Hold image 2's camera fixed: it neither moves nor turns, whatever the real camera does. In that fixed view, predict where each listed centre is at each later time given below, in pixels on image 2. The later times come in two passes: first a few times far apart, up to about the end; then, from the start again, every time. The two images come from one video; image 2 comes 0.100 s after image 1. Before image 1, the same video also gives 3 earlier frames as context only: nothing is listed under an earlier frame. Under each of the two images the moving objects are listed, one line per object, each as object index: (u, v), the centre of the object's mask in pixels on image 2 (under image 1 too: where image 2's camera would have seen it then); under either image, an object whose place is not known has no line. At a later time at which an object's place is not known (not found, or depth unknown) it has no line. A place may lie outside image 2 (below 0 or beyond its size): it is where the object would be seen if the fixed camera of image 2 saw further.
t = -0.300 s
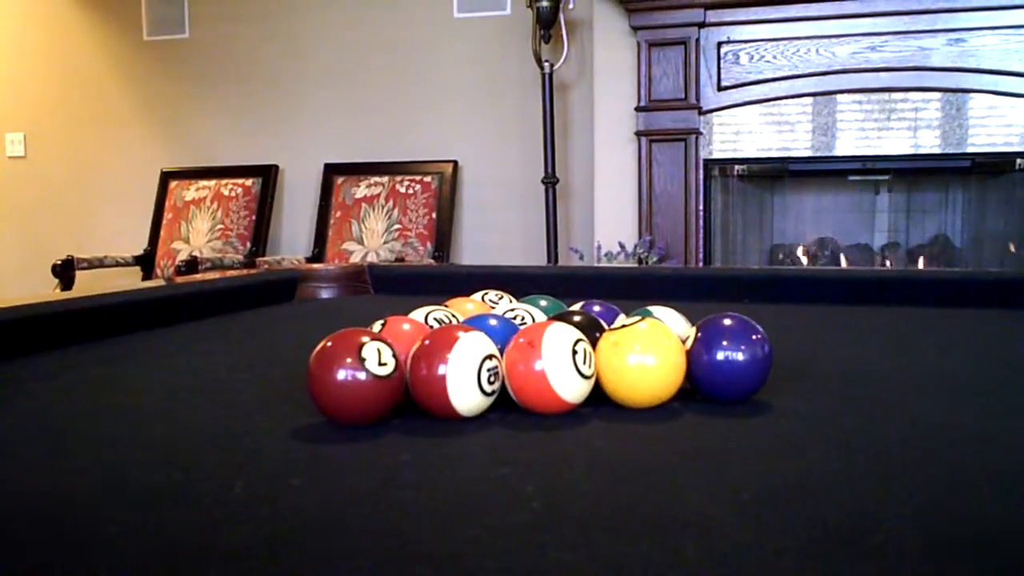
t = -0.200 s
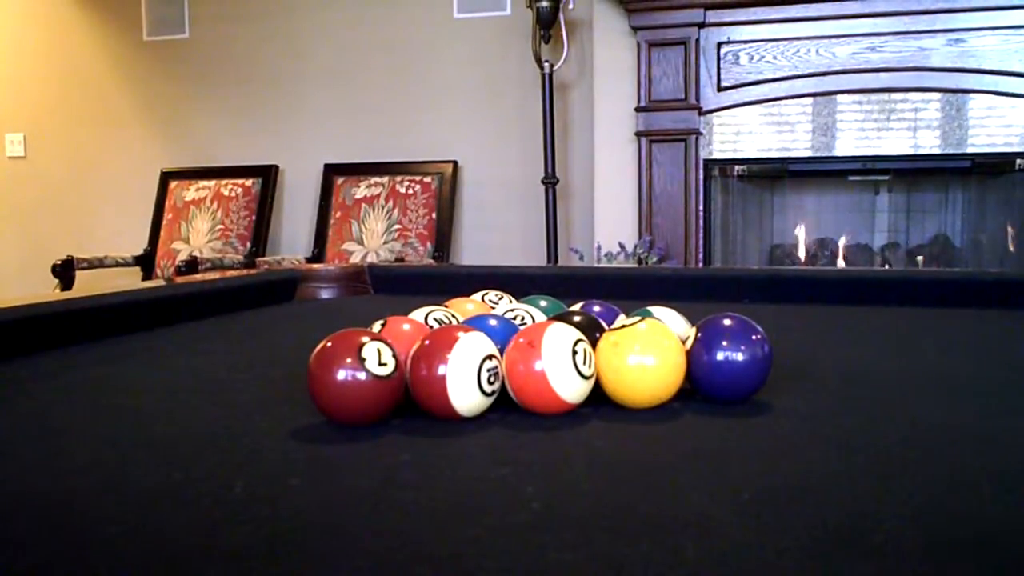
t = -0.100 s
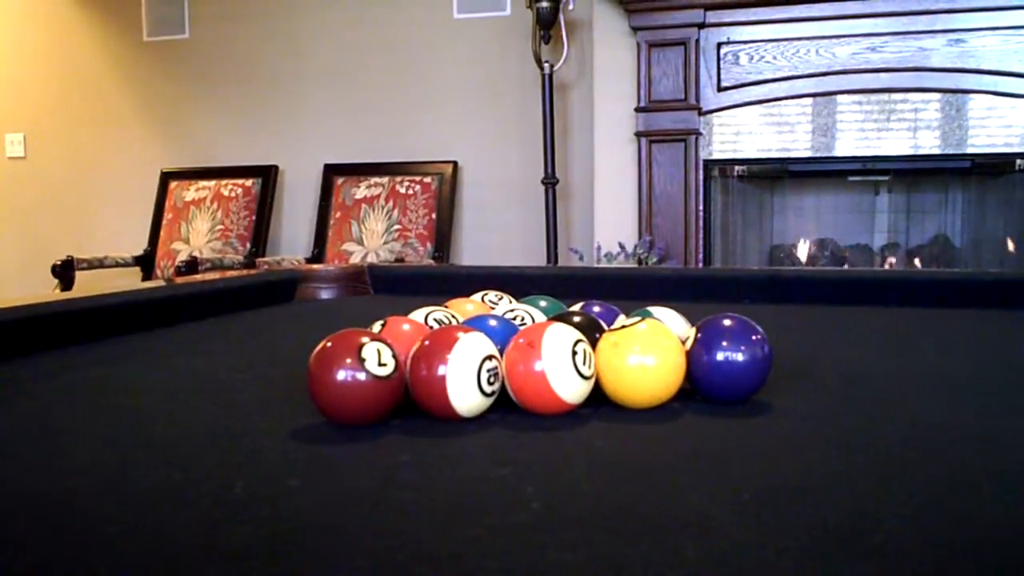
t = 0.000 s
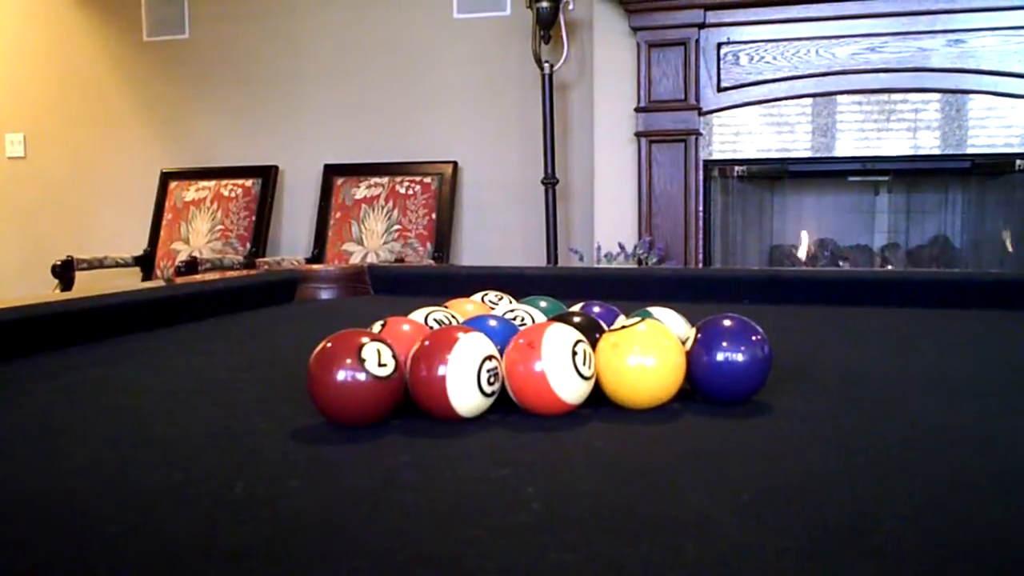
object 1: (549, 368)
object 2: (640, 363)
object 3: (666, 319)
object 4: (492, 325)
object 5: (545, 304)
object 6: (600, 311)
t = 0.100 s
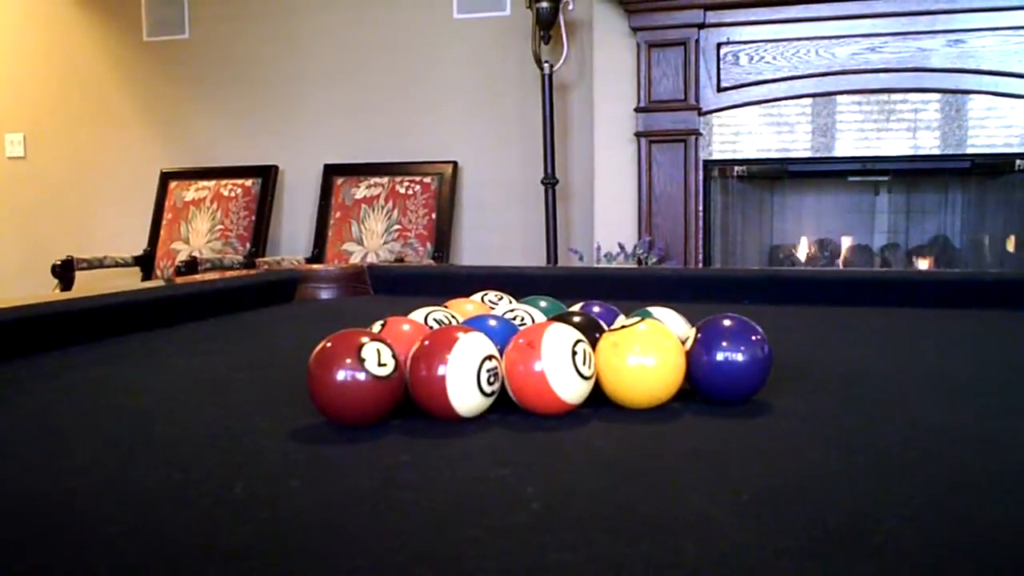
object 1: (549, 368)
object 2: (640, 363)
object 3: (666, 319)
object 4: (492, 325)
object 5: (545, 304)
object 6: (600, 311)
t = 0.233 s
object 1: (549, 368)
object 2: (640, 363)
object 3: (666, 320)
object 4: (491, 325)
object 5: (545, 304)
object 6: (601, 311)
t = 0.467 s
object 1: (459, 382)
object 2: (684, 389)
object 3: (712, 338)
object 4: (403, 350)
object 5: (592, 307)
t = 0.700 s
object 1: (364, 396)
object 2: (741, 420)
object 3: (757, 351)
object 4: (351, 338)
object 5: (623, 296)
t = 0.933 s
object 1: (265, 413)
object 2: (812, 461)
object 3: (802, 371)
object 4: (313, 352)
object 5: (648, 284)
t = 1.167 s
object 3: (858, 397)
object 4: (252, 371)
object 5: (663, 285)
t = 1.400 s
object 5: (676, 291)
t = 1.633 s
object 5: (690, 295)
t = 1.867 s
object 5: (704, 301)
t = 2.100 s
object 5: (720, 305)
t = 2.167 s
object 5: (728, 301)
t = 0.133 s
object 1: (549, 368)
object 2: (640, 363)
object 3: (666, 319)
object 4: (492, 325)
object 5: (545, 304)
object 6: (600, 311)
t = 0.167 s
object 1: (549, 368)
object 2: (640, 363)
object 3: (667, 319)
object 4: (492, 324)
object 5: (545, 305)
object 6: (600, 311)
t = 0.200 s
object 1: (549, 368)
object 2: (640, 363)
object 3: (666, 319)
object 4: (492, 325)
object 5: (545, 305)
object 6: (600, 311)
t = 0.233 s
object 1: (549, 368)
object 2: (640, 363)
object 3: (666, 320)
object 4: (491, 325)
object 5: (545, 304)
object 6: (601, 311)
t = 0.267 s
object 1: (536, 369)
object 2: (645, 367)
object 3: (675, 323)
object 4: (480, 326)
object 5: (548, 303)
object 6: (612, 312)
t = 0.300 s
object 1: (523, 372)
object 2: (651, 371)
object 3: (681, 326)
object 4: (467, 328)
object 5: (553, 303)
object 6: (628, 314)
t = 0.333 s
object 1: (510, 373)
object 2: (658, 374)
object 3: (695, 334)
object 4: (455, 329)
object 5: (566, 302)
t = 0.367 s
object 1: (498, 375)
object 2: (664, 377)
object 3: (693, 331)
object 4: (442, 334)
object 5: (578, 303)
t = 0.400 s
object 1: (484, 378)
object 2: (670, 381)
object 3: (699, 335)
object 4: (426, 347)
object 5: (585, 306)
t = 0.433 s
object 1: (471, 380)
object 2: (677, 384)
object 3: (703, 335)
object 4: (414, 347)
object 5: (589, 309)
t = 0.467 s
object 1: (459, 382)
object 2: (684, 389)
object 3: (712, 338)
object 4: (403, 350)
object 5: (592, 307)
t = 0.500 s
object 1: (446, 385)
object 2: (691, 393)
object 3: (718, 340)
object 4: (393, 349)
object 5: (595, 306)
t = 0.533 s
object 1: (432, 386)
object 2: (698, 398)
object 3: (717, 339)
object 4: (384, 347)
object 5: (600, 305)
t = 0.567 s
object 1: (419, 389)
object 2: (705, 402)
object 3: (733, 347)
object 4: (377, 344)
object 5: (605, 304)
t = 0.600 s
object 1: (405, 391)
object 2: (714, 407)
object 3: (736, 346)
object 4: (371, 340)
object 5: (609, 301)
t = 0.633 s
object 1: (391, 392)
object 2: (722, 411)
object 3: (741, 347)
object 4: (362, 340)
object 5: (614, 299)
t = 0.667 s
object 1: (378, 395)
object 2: (732, 416)
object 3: (749, 348)
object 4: (356, 338)
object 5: (619, 297)
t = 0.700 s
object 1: (364, 396)
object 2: (741, 420)
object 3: (757, 351)
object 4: (351, 338)
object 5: (623, 296)
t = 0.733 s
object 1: (350, 399)
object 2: (750, 426)
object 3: (763, 354)
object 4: (357, 335)
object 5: (626, 293)
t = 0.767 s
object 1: (336, 401)
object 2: (760, 431)
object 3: (766, 355)
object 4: (349, 337)
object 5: (631, 292)
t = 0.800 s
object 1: (322, 404)
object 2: (773, 443)
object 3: (774, 358)
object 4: (339, 338)
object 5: (634, 291)
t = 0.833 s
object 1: (307, 406)
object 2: (780, 443)
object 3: (780, 361)
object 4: (332, 343)
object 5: (637, 290)
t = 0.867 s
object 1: (293, 408)
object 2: (790, 449)
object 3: (787, 364)
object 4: (326, 346)
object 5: (641, 287)
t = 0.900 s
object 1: (279, 410)
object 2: (801, 454)
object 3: (795, 365)
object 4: (319, 349)
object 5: (645, 286)
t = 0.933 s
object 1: (265, 413)
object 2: (812, 461)
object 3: (802, 371)
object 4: (313, 352)
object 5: (648, 284)
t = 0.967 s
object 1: (251, 415)
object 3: (810, 374)
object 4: (305, 355)
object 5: (651, 283)
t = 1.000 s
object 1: (236, 417)
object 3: (819, 377)
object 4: (296, 358)
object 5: (654, 282)
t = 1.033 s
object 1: (220, 420)
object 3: (825, 381)
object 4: (288, 361)
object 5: (656, 282)
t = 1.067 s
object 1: (204, 422)
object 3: (833, 386)
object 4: (280, 365)
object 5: (657, 282)
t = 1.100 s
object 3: (841, 389)
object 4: (270, 367)
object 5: (659, 283)
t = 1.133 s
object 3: (850, 392)
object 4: (261, 369)
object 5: (661, 284)
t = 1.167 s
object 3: (858, 397)
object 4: (252, 371)
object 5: (663, 285)
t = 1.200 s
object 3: (867, 401)
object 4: (245, 372)
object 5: (664, 285)
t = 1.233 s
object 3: (877, 406)
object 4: (237, 372)
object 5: (666, 286)
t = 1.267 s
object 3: (886, 410)
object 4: (231, 372)
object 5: (668, 287)
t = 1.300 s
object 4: (225, 373)
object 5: (671, 287)
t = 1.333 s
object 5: (672, 289)
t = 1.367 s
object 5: (674, 290)
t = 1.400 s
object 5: (676, 291)
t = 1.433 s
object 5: (678, 291)
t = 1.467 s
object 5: (680, 292)
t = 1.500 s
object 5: (682, 292)
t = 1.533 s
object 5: (684, 293)
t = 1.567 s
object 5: (686, 294)
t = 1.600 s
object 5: (688, 295)
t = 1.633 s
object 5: (690, 295)
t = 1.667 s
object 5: (692, 297)
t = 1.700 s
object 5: (694, 297)
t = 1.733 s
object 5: (696, 298)
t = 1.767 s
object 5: (698, 299)
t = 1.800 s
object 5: (700, 299)
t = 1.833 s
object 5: (702, 300)
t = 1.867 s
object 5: (704, 301)
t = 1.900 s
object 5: (706, 302)
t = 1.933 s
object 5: (708, 303)
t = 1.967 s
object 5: (709, 303)
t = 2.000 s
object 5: (711, 305)
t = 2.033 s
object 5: (713, 306)
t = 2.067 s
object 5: (716, 306)
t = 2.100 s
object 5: (720, 305)
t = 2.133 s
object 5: (724, 303)
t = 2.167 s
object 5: (728, 301)
